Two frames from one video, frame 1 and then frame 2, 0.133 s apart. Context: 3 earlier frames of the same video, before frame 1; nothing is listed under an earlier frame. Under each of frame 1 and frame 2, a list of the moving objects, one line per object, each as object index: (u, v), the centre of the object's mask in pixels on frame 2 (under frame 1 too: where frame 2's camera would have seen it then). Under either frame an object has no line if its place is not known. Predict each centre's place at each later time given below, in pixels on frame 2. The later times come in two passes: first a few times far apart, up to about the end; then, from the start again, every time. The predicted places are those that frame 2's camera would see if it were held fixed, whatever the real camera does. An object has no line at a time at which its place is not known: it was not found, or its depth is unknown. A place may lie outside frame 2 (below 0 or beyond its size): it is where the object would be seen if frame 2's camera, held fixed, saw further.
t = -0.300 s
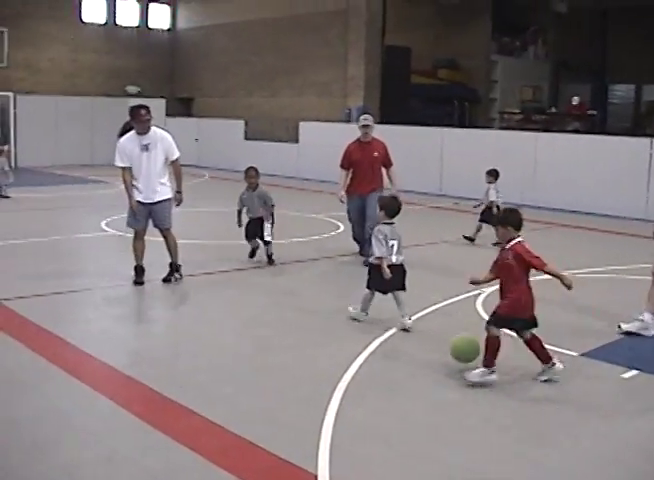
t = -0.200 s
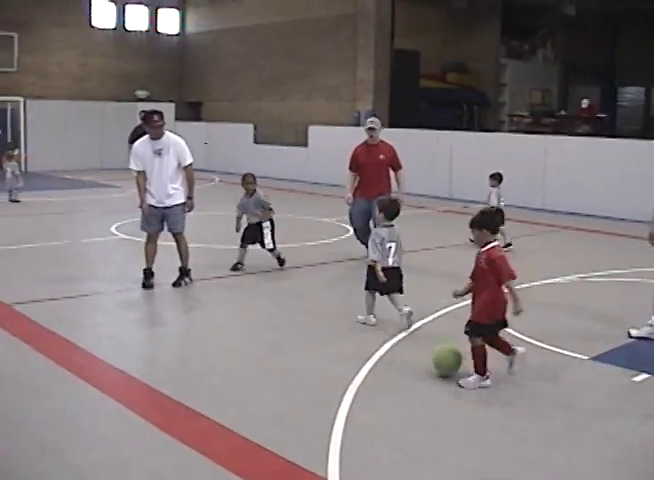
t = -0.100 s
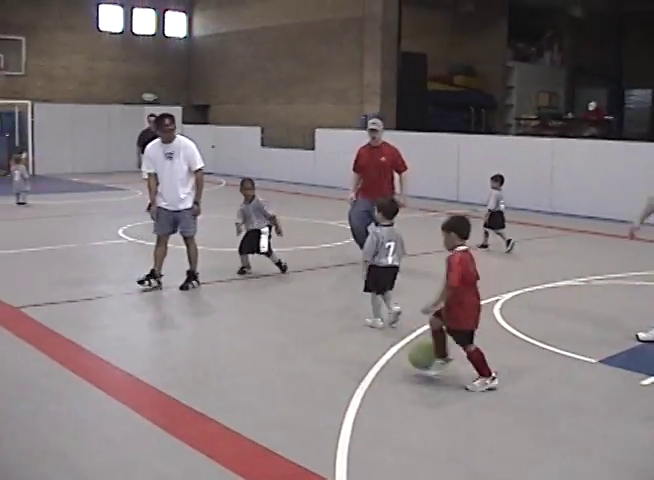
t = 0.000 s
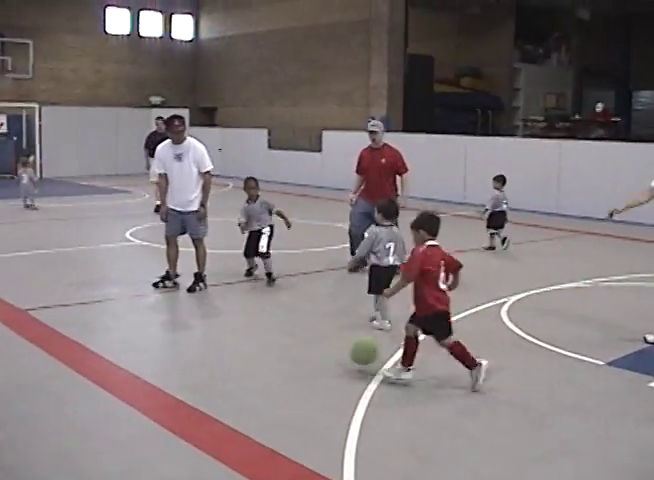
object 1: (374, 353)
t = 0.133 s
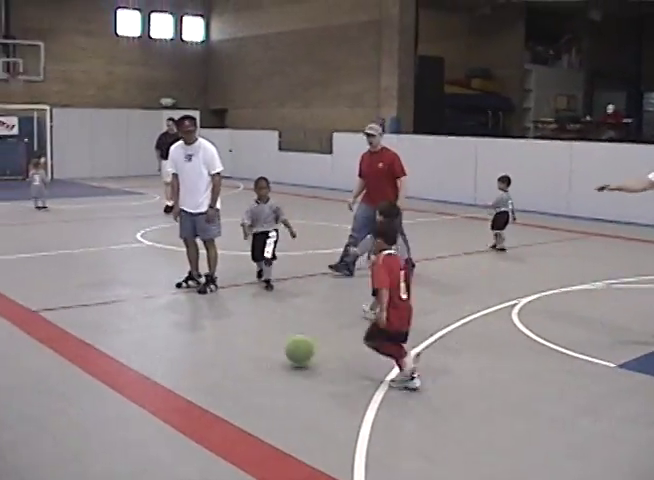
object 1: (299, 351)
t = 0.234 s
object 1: (253, 350)
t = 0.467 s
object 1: (172, 343)
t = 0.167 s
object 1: (284, 349)
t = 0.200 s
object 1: (269, 349)
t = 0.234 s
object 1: (253, 350)
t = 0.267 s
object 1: (239, 349)
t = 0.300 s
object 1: (228, 348)
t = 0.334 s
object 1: (216, 346)
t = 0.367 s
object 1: (205, 346)
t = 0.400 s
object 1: (194, 345)
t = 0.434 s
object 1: (183, 344)
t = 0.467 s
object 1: (172, 343)
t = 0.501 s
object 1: (161, 343)
